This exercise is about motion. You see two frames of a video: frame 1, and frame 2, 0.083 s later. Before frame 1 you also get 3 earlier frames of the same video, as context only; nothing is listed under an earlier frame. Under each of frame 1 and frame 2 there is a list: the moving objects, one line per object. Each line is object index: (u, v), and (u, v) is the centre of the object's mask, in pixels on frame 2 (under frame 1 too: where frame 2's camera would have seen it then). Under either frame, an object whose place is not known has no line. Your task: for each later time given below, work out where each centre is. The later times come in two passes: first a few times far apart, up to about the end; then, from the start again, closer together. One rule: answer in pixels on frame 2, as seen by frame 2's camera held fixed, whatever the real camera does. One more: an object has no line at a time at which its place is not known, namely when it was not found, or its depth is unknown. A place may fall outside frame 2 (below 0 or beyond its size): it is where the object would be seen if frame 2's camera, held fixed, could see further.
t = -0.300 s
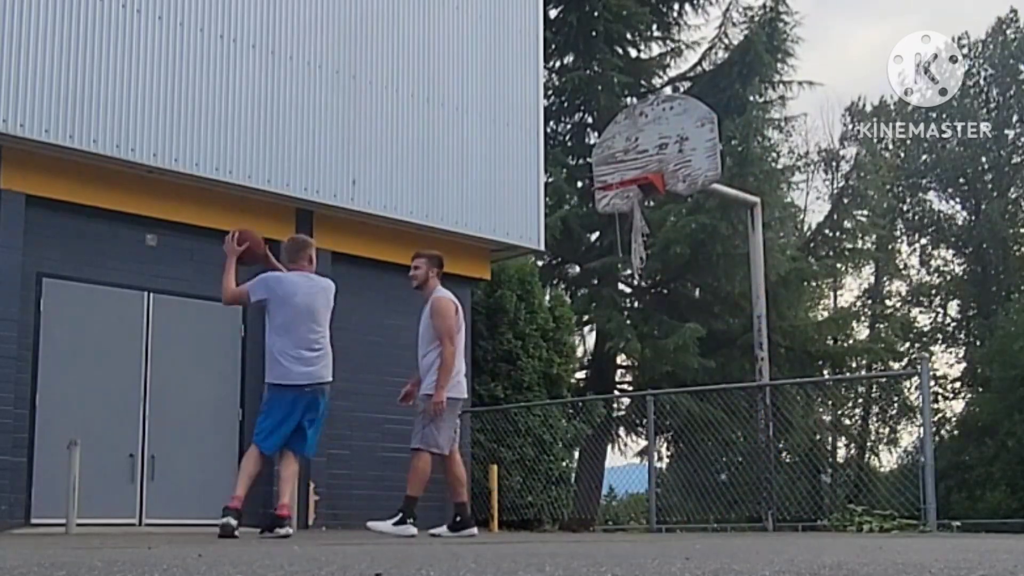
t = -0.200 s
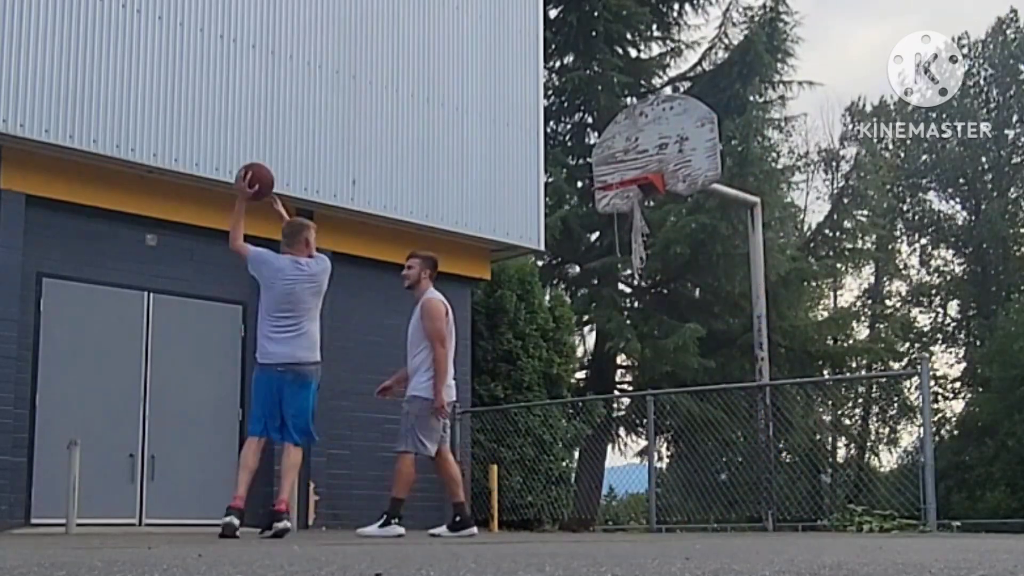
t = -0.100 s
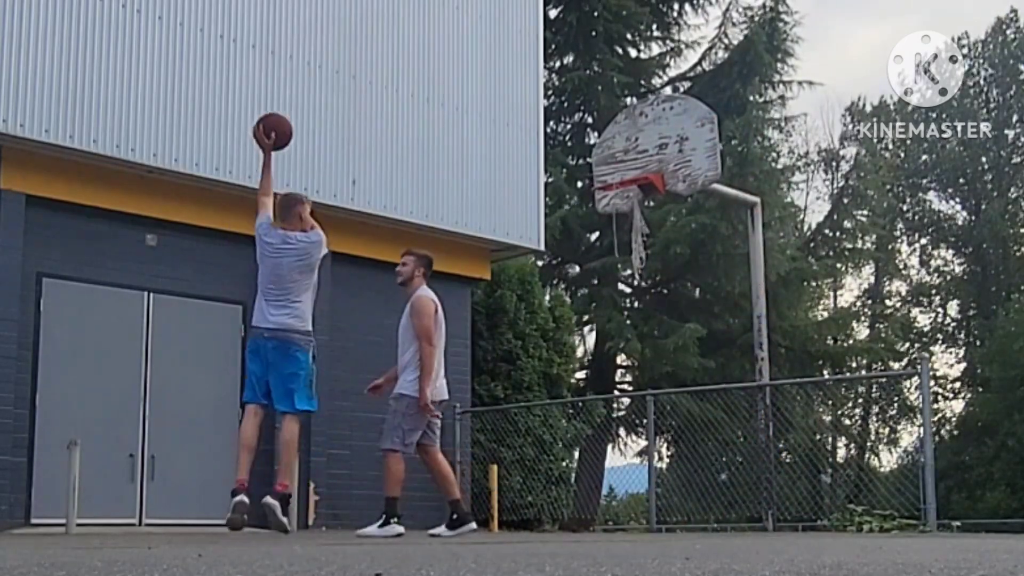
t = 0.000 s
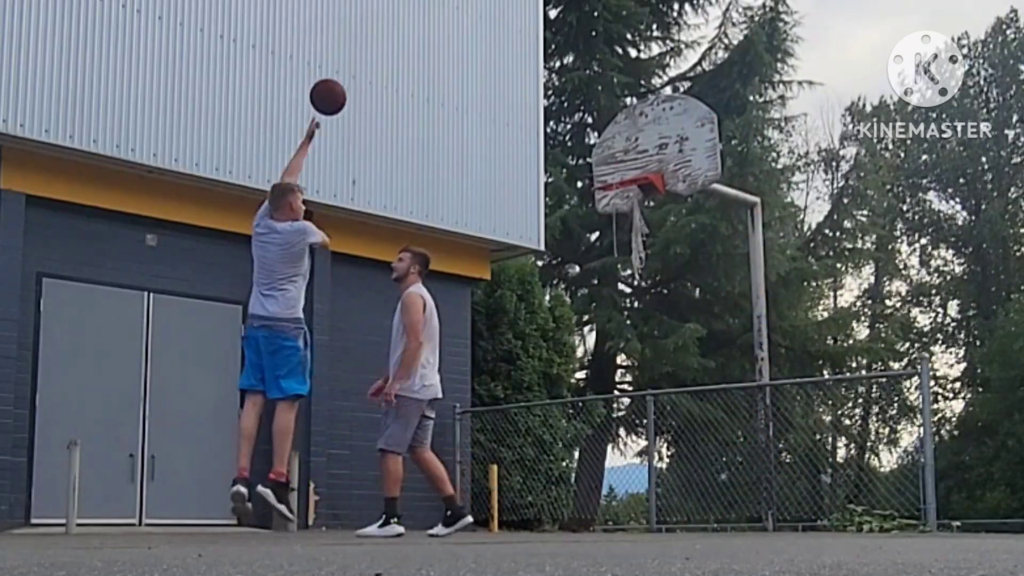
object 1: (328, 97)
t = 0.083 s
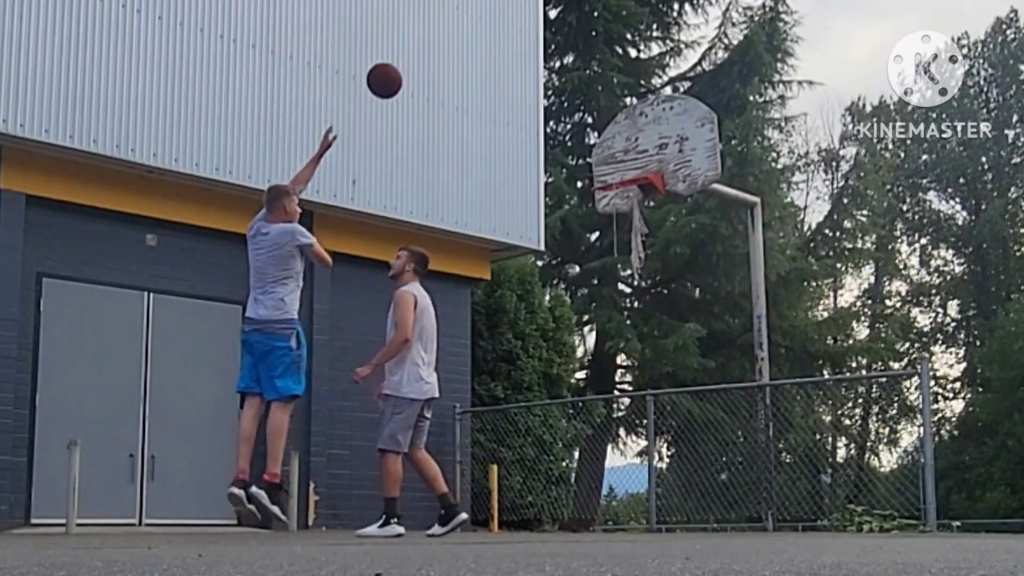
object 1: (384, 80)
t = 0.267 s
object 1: (498, 78)
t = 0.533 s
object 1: (644, 148)
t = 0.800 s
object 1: (699, 283)
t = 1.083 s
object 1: (714, 506)
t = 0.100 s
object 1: (395, 78)
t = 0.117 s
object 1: (406, 77)
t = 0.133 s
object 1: (416, 75)
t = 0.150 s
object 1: (427, 75)
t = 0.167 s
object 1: (437, 74)
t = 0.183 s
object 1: (448, 74)
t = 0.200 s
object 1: (458, 74)
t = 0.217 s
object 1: (468, 75)
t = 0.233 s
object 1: (478, 76)
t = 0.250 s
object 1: (488, 77)
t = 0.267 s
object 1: (498, 78)
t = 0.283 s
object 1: (508, 81)
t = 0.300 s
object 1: (517, 83)
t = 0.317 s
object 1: (527, 85)
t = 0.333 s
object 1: (536, 88)
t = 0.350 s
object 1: (546, 91)
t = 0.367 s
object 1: (555, 96)
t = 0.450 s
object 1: (600, 117)
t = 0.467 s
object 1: (609, 123)
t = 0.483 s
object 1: (618, 129)
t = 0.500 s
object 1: (626, 136)
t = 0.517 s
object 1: (635, 142)
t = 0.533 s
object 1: (644, 148)
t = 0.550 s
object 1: (653, 155)
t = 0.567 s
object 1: (661, 162)
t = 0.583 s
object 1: (670, 169)
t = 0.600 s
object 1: (678, 178)
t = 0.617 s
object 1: (686, 186)
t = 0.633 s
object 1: (691, 194)
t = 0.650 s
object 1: (692, 199)
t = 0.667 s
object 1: (693, 207)
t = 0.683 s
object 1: (693, 215)
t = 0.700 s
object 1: (695, 223)
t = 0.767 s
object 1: (698, 260)
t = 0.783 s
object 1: (698, 273)
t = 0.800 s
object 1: (699, 283)
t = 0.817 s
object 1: (700, 294)
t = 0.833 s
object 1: (701, 307)
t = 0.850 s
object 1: (702, 320)
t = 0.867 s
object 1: (703, 333)
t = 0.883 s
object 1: (704, 348)
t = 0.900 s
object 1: (706, 361)
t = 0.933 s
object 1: (707, 391)
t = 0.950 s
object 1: (708, 407)
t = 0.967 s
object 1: (710, 423)
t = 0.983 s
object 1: (711, 440)
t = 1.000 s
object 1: (713, 457)
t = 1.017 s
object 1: (714, 475)
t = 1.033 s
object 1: (715, 493)
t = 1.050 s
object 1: (716, 512)
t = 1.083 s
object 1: (714, 506)
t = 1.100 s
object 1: (712, 491)
